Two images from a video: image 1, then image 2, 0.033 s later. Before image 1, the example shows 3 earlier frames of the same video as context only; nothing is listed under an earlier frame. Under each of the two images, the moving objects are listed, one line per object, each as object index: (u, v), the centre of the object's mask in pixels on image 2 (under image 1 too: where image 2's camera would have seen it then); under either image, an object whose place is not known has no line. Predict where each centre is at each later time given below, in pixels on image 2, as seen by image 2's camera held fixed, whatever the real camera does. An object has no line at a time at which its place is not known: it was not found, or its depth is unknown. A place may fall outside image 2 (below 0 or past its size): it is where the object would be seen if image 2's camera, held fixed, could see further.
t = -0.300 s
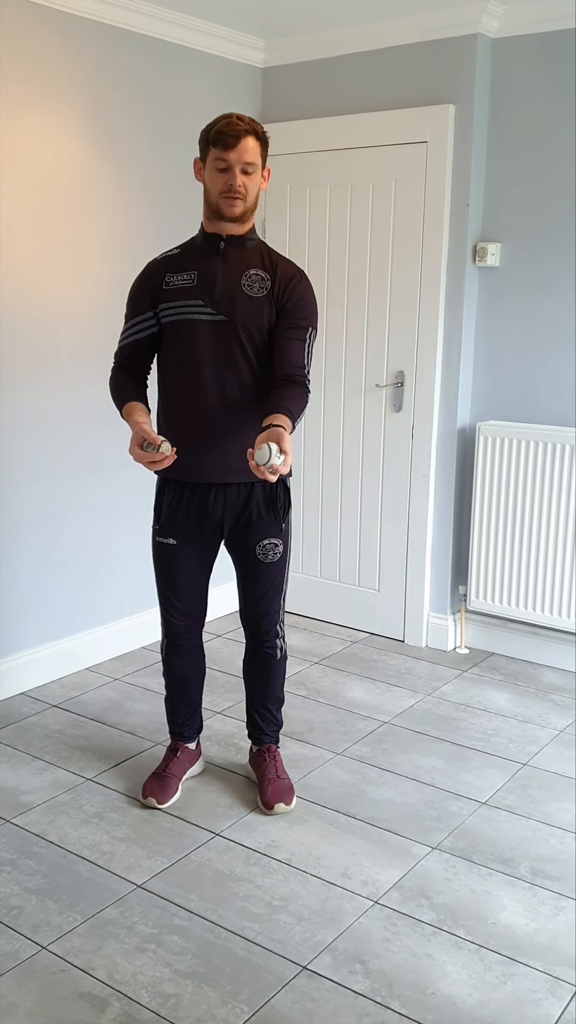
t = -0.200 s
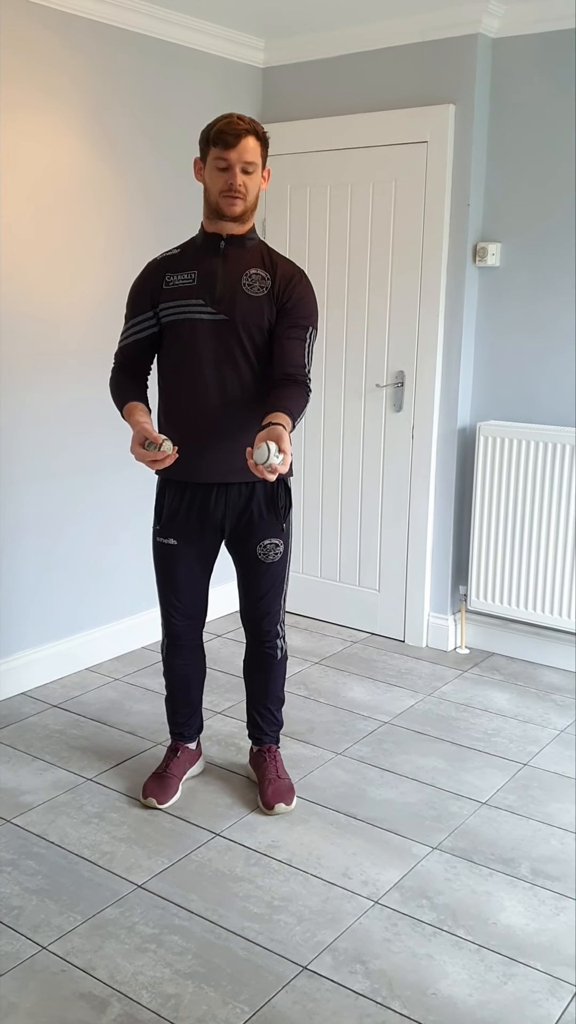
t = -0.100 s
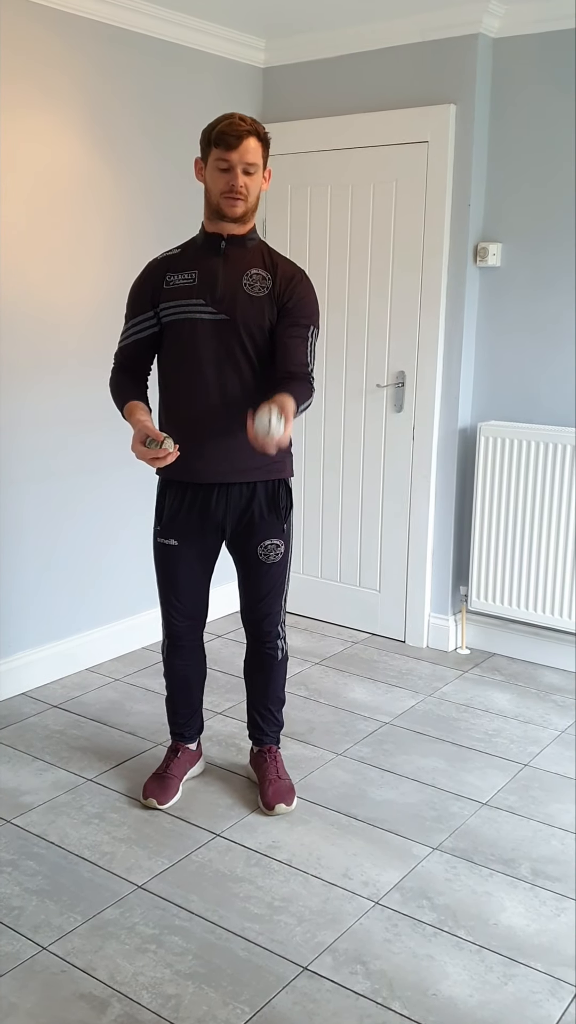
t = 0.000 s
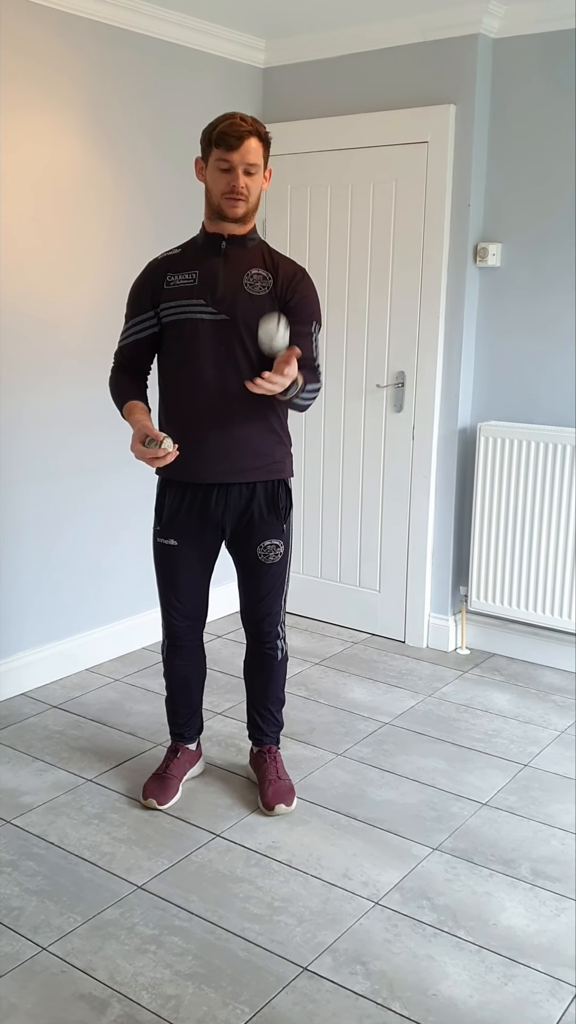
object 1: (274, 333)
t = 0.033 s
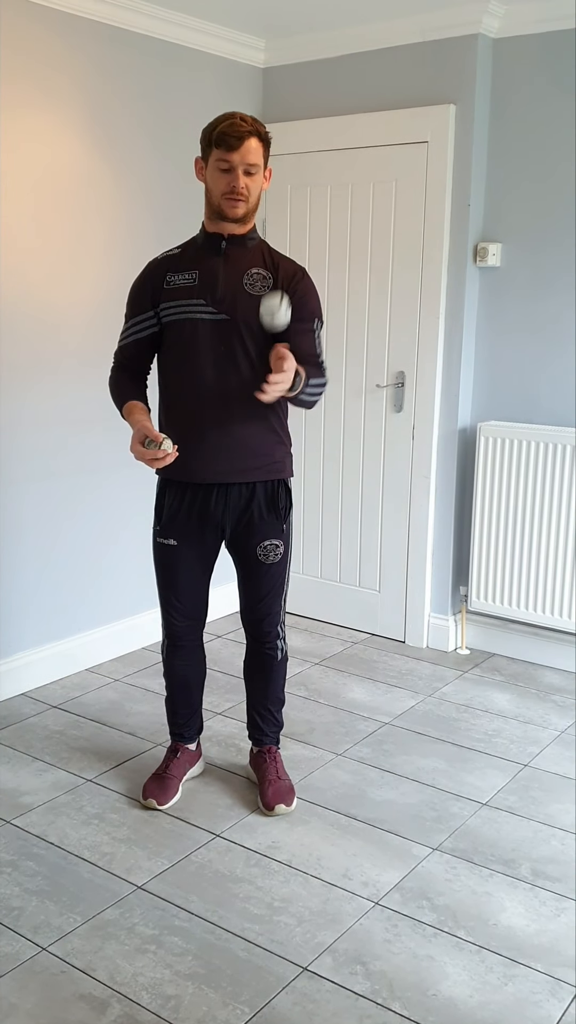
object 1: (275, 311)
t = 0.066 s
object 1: (278, 293)
